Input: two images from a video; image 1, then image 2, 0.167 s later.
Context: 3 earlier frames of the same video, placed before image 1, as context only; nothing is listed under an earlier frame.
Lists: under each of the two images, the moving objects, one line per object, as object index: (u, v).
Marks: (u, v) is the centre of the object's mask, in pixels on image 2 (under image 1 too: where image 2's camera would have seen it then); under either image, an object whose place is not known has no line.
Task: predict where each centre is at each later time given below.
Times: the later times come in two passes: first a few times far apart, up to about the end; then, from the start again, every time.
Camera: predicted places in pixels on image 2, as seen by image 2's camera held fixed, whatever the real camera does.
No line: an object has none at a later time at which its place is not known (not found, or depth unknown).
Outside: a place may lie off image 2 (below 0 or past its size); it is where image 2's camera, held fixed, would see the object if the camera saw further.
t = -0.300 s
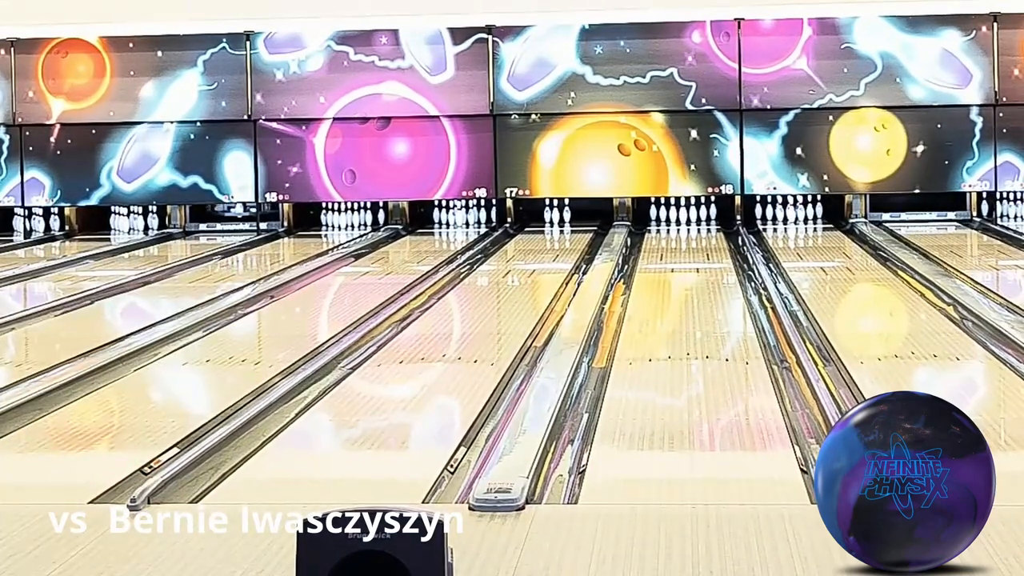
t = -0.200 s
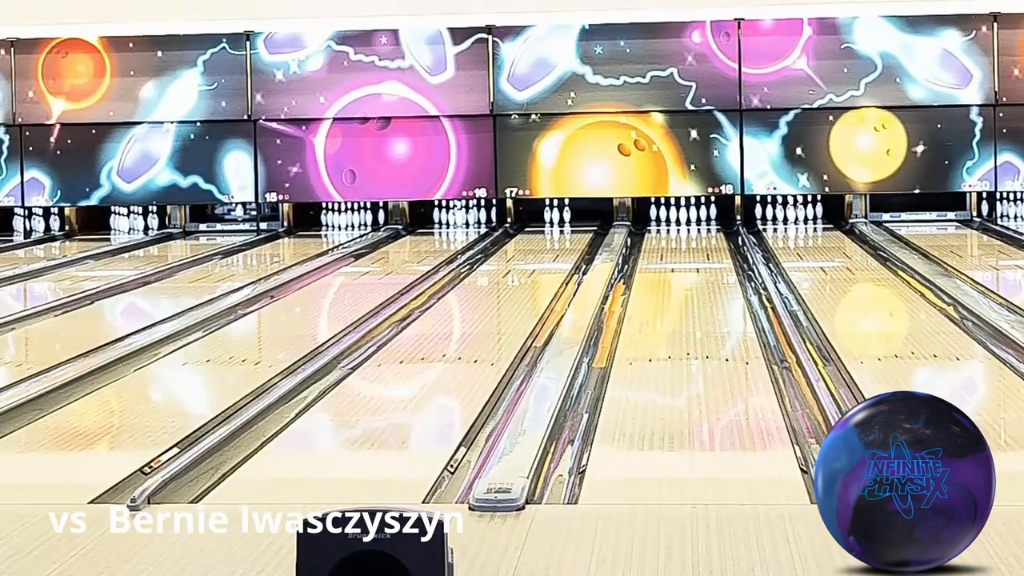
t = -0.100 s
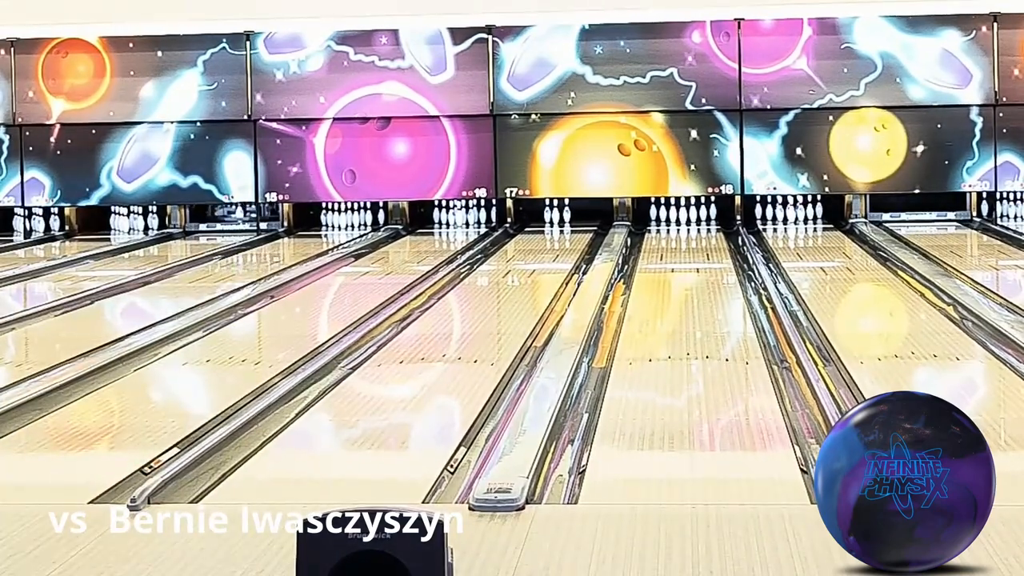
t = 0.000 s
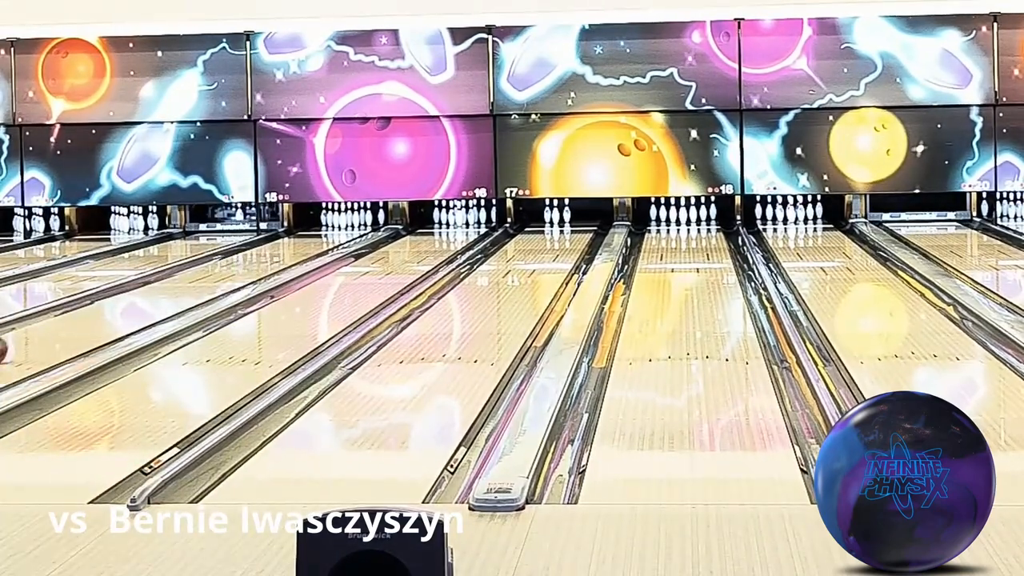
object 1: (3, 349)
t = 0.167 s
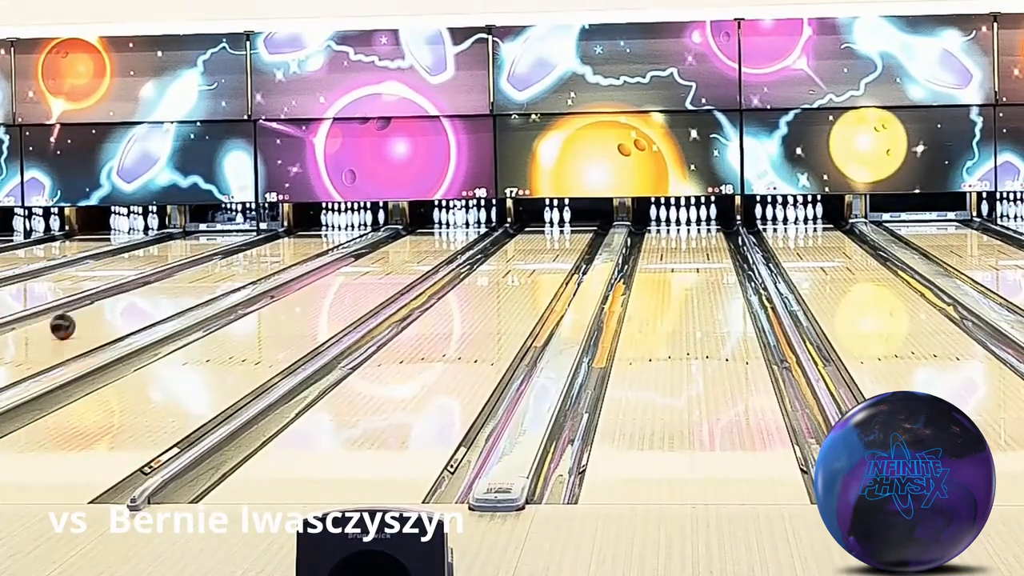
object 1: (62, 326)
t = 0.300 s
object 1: (108, 310)
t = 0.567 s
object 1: (184, 285)
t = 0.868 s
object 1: (248, 262)
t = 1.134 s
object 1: (292, 247)
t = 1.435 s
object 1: (325, 233)
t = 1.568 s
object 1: (336, 228)
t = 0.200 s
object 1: (74, 321)
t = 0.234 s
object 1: (86, 318)
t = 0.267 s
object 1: (97, 314)
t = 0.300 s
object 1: (108, 310)
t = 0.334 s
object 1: (119, 306)
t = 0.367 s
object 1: (129, 303)
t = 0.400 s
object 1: (139, 300)
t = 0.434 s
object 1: (149, 296)
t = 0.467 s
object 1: (158, 293)
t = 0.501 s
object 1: (167, 290)
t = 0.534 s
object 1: (175, 288)
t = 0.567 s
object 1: (184, 285)
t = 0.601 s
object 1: (192, 282)
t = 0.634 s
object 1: (200, 279)
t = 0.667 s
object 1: (207, 277)
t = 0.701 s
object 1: (214, 272)
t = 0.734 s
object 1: (222, 272)
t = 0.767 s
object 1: (229, 269)
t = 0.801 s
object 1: (235, 267)
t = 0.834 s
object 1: (242, 265)
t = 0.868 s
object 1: (248, 262)
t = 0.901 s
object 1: (254, 259)
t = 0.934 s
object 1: (260, 259)
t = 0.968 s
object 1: (266, 257)
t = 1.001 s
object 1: (271, 254)
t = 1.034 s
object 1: (276, 253)
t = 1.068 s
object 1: (282, 250)
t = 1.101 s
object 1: (287, 249)
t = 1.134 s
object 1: (292, 247)
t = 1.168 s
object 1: (296, 245)
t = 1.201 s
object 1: (300, 243)
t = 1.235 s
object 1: (304, 242)
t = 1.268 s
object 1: (309, 240)
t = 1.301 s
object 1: (313, 239)
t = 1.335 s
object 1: (316, 237)
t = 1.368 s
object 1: (319, 236)
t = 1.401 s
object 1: (322, 234)
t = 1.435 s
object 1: (325, 233)
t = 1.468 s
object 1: (328, 232)
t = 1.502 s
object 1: (331, 231)
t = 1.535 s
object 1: (333, 229)
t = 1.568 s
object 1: (336, 228)
